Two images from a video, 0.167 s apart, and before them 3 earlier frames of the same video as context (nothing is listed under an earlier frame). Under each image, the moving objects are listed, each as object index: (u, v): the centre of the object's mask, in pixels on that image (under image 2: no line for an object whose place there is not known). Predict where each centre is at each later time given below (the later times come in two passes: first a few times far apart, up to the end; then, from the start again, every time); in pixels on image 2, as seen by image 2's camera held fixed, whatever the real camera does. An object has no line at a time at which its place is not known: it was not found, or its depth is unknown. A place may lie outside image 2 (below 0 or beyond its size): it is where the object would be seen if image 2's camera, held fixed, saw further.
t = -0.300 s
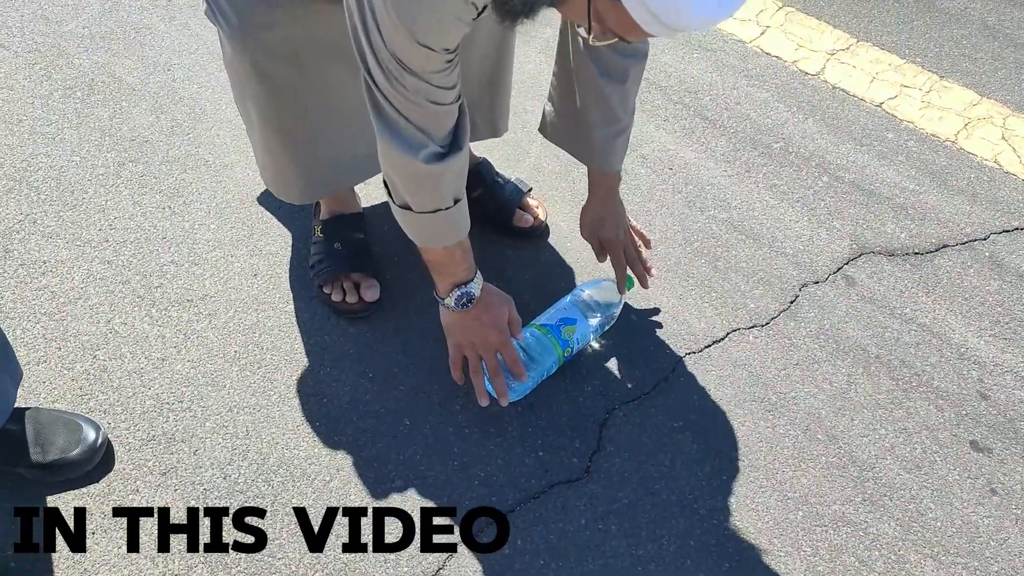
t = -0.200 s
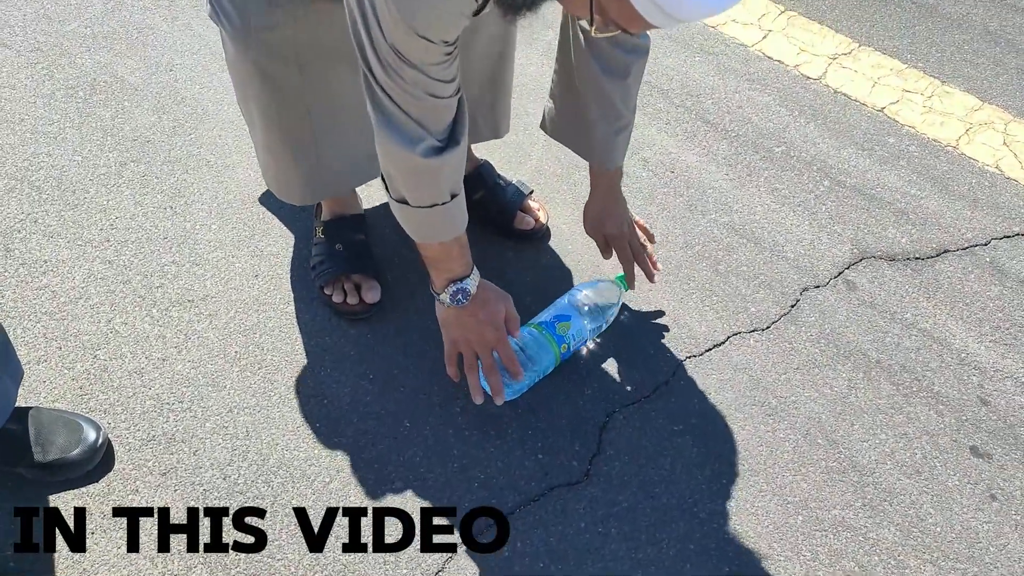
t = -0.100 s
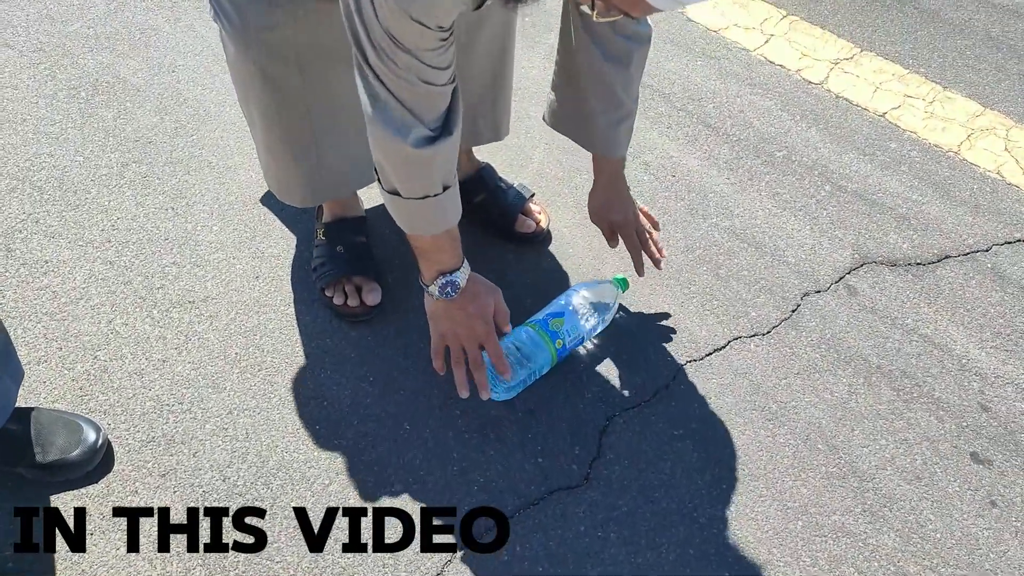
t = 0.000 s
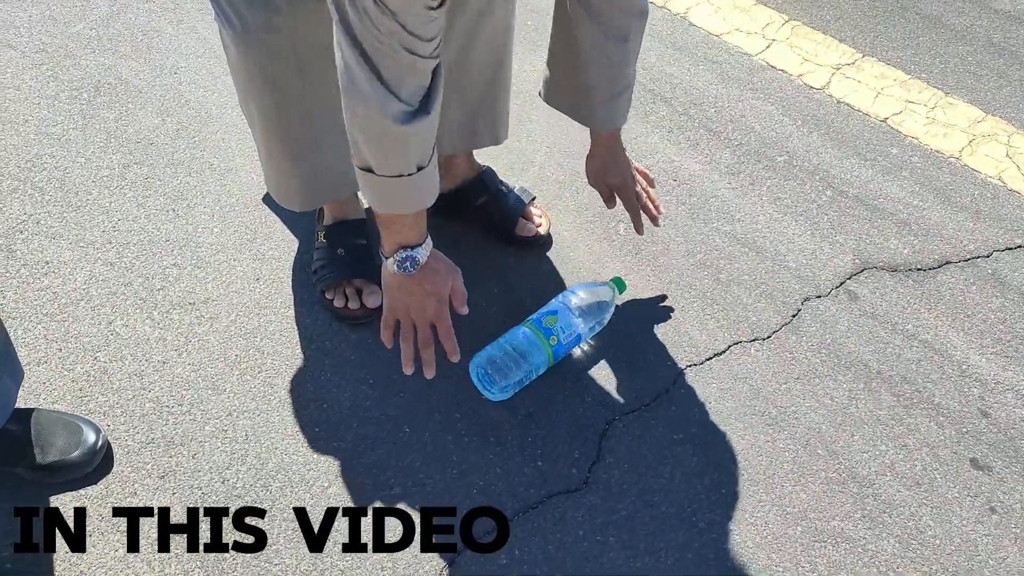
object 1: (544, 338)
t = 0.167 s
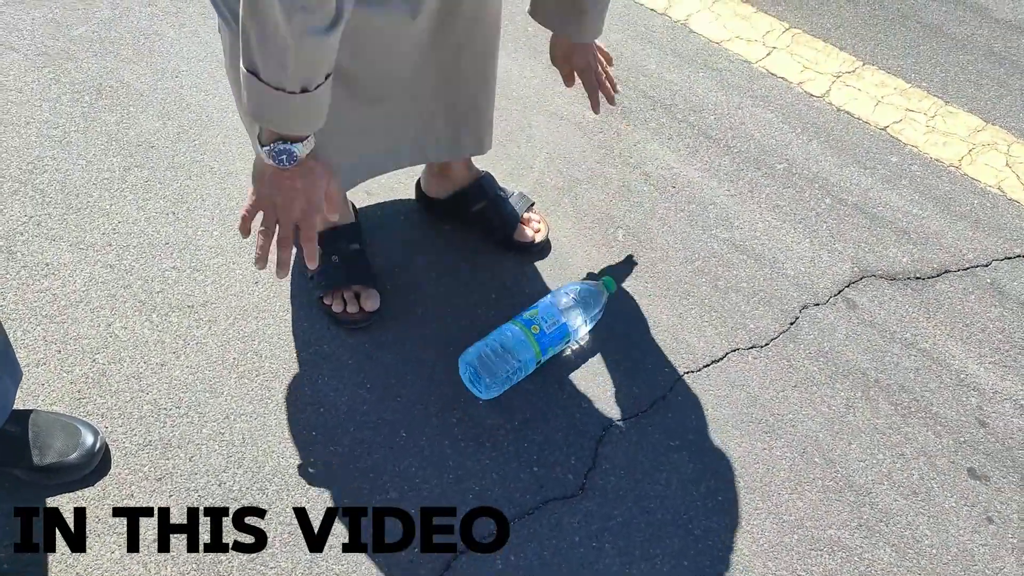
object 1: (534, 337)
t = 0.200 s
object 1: (531, 335)
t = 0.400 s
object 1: (513, 321)
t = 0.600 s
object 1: (497, 305)
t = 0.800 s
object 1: (479, 289)
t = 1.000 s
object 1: (461, 273)
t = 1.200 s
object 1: (441, 252)
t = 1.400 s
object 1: (419, 233)
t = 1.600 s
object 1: (397, 210)
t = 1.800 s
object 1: (374, 189)
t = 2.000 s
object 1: (353, 165)
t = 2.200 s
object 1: (330, 142)
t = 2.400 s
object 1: (309, 119)
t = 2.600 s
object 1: (290, 97)
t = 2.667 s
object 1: (284, 91)
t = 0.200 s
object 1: (531, 335)
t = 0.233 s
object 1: (529, 333)
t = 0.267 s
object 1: (526, 332)
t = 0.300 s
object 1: (523, 329)
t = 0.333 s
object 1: (520, 327)
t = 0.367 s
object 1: (517, 324)
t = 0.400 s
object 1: (513, 321)
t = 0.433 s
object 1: (510, 318)
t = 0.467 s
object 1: (508, 316)
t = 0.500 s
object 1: (505, 314)
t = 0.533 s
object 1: (503, 311)
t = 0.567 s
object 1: (500, 308)
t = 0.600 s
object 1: (497, 305)
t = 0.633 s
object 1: (494, 302)
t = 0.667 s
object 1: (491, 299)
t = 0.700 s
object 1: (488, 296)
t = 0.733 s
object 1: (485, 294)
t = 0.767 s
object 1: (482, 291)
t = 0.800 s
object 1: (479, 289)
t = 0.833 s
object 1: (476, 286)
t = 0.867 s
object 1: (472, 283)
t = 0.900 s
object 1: (469, 280)
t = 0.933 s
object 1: (466, 277)
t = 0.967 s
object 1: (462, 274)
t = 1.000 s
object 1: (461, 273)
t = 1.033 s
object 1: (458, 270)
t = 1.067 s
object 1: (455, 267)
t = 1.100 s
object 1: (451, 264)
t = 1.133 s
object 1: (449, 260)
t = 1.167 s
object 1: (445, 256)
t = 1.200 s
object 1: (441, 252)
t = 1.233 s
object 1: (437, 248)
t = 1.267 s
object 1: (434, 245)
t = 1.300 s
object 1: (431, 242)
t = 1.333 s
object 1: (427, 240)
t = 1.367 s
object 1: (423, 236)
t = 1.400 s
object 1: (419, 233)
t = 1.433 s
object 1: (415, 229)
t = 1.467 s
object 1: (411, 225)
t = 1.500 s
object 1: (407, 222)
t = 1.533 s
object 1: (404, 218)
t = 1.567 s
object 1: (401, 214)
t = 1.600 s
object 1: (397, 210)
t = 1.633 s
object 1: (393, 206)
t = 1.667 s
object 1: (390, 202)
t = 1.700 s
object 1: (386, 199)
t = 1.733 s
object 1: (382, 195)
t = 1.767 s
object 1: (378, 192)
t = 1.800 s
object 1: (374, 189)
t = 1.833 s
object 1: (370, 185)
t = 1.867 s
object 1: (367, 180)
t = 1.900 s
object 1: (363, 176)
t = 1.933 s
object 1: (360, 172)
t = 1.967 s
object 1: (356, 168)
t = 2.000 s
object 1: (353, 165)
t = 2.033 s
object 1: (349, 161)
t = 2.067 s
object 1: (344, 157)
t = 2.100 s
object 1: (340, 153)
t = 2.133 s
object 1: (336, 150)
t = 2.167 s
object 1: (333, 145)
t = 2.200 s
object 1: (330, 142)
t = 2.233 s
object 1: (327, 138)
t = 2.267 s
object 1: (324, 135)
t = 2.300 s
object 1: (320, 131)
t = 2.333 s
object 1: (316, 126)
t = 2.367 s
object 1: (311, 122)
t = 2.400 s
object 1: (309, 119)
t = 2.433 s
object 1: (305, 116)
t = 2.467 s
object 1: (302, 112)
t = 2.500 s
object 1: (299, 108)
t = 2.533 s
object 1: (295, 105)
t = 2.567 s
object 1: (293, 100)
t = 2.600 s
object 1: (290, 97)
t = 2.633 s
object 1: (286, 93)
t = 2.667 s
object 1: (284, 91)
